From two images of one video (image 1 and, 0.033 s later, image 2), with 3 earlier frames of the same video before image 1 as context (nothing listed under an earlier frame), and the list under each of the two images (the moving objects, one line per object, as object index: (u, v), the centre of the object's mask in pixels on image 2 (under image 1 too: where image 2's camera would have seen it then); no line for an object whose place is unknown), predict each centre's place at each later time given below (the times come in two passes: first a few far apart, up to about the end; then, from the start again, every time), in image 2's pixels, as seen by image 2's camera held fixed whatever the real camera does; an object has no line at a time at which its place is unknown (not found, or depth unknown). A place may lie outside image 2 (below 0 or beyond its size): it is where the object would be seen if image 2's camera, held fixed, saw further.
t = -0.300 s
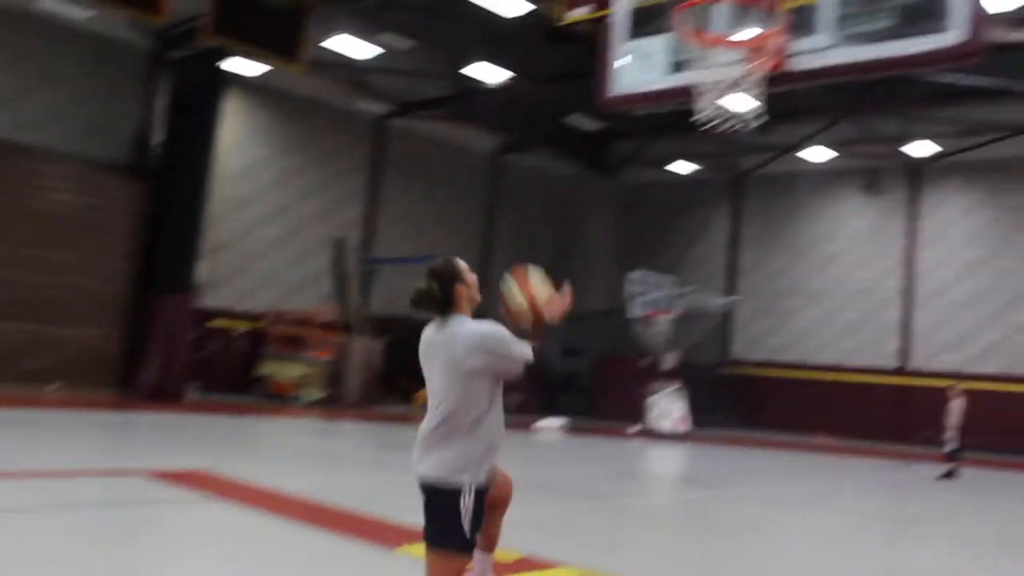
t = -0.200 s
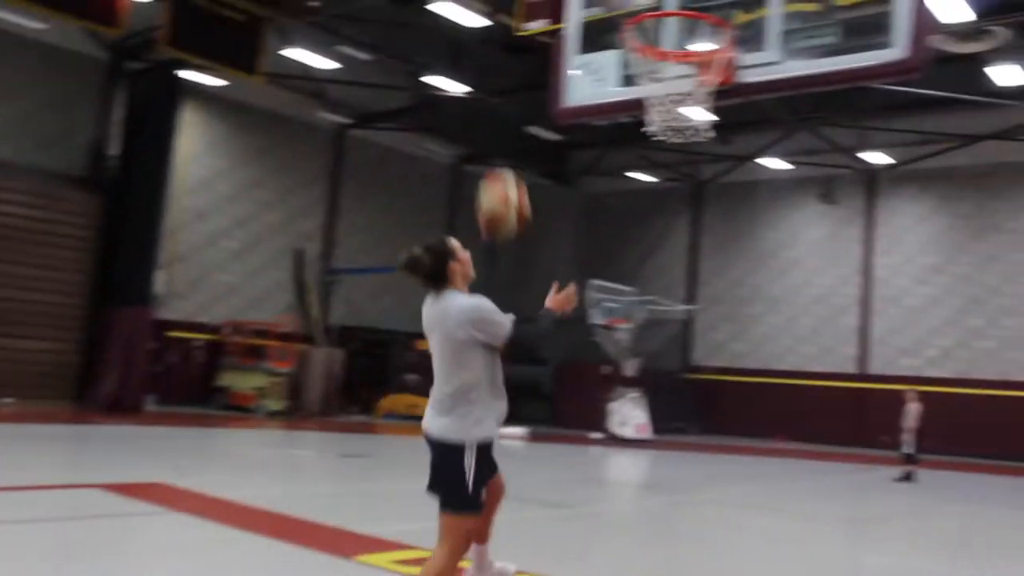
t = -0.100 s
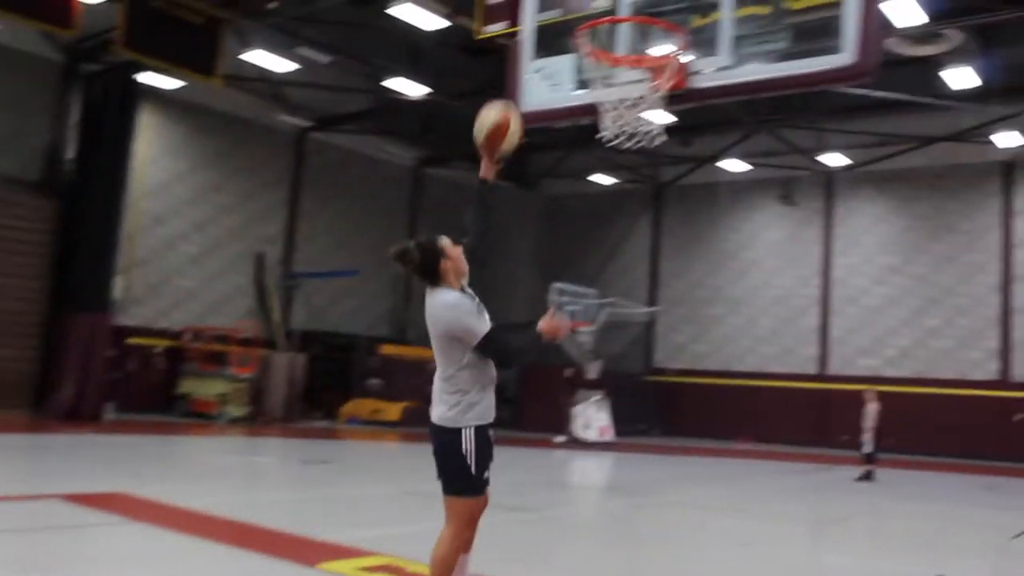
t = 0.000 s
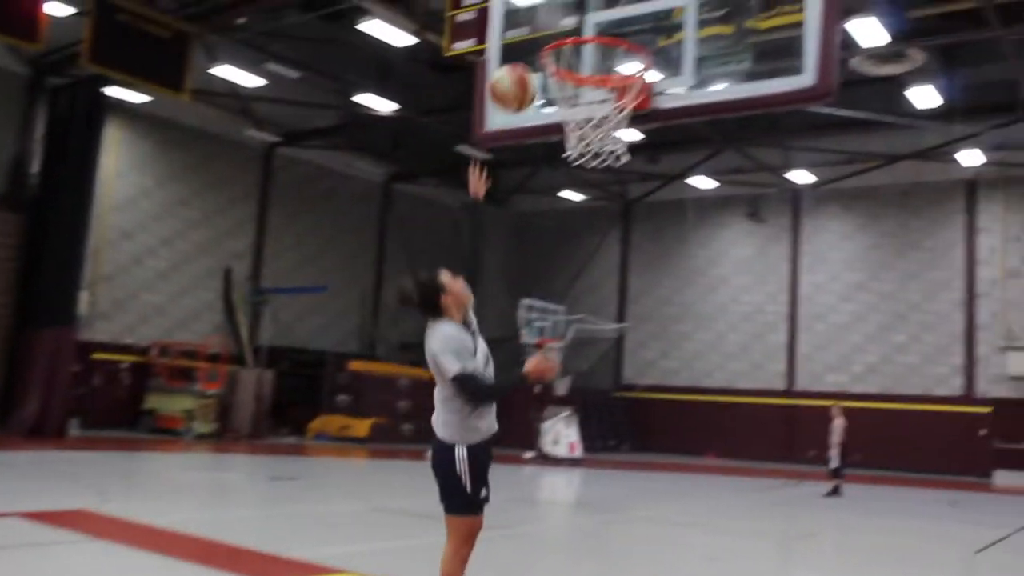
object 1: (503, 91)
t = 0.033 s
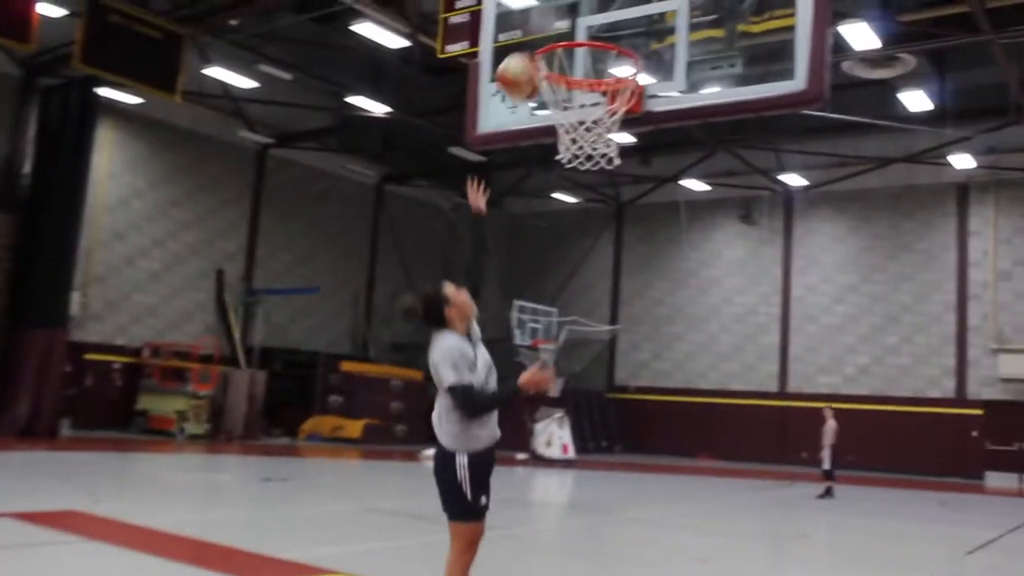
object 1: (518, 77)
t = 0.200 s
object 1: (566, 29)
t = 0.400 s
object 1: (579, 35)
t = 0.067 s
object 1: (527, 64)
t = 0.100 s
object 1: (555, 56)
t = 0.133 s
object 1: (564, 53)
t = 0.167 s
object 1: (567, 41)
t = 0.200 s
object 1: (566, 29)
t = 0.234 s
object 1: (568, 25)
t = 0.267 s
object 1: (569, 21)
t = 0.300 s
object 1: (571, 21)
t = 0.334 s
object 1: (574, 27)
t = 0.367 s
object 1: (578, 31)
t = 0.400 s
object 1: (579, 35)
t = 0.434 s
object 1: (580, 47)
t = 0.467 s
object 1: (588, 59)
